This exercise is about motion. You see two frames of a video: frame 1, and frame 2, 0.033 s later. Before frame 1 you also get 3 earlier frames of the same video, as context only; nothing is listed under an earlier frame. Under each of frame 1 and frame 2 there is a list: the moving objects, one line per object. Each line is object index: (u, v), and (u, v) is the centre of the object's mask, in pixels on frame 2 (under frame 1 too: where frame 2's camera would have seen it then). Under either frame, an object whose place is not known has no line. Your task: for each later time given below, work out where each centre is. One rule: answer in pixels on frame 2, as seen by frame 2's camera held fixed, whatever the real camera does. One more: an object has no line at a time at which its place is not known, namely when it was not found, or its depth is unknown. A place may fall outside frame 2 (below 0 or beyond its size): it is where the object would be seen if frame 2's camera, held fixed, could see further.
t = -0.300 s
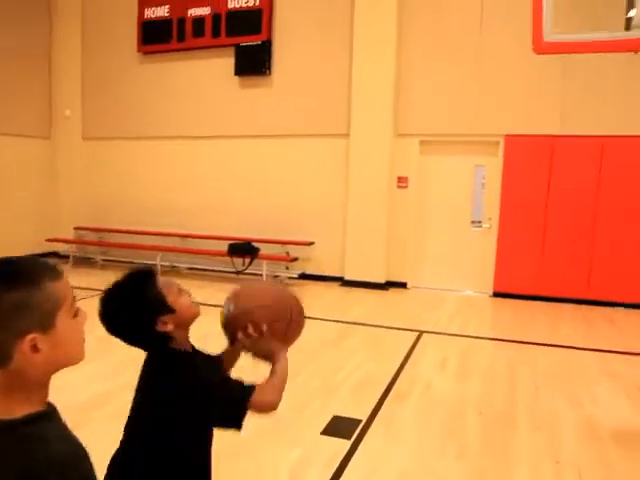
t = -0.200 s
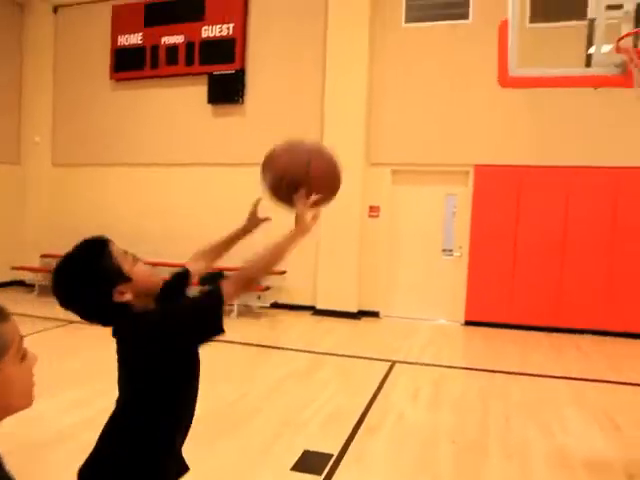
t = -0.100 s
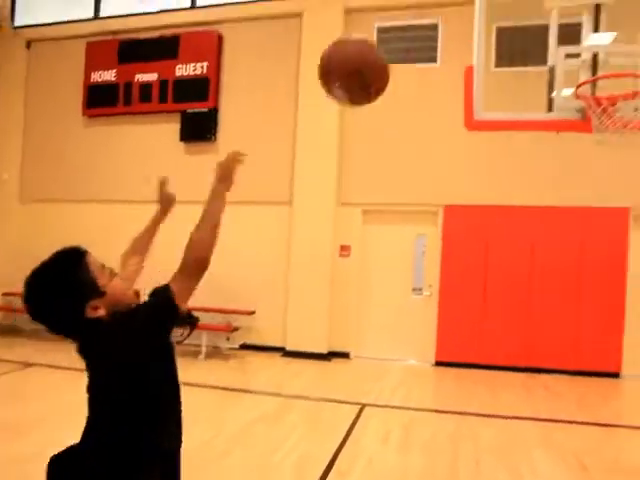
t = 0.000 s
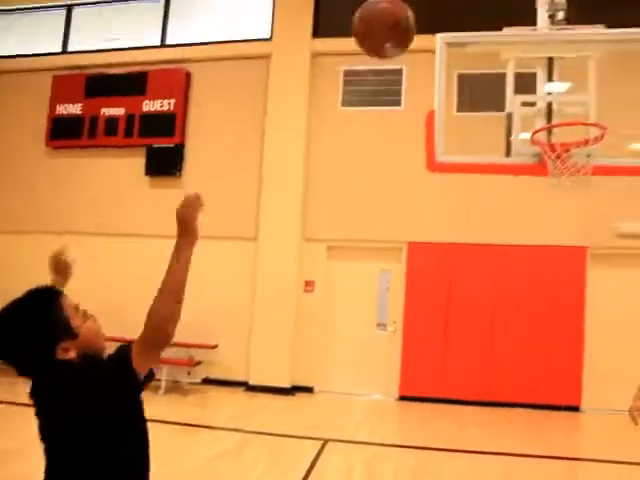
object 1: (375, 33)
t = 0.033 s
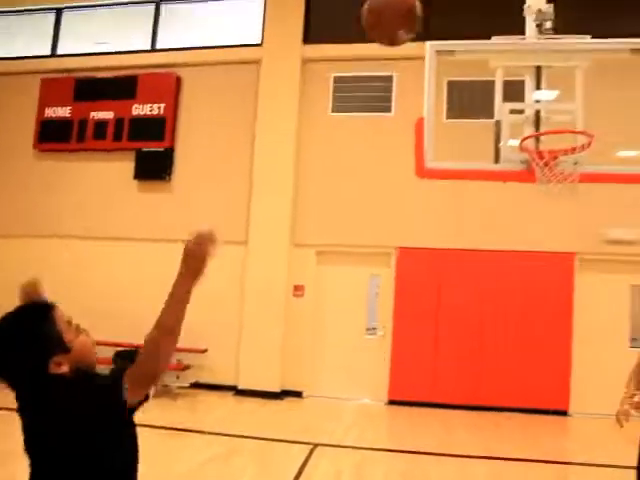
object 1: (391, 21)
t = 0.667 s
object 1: (581, 91)
